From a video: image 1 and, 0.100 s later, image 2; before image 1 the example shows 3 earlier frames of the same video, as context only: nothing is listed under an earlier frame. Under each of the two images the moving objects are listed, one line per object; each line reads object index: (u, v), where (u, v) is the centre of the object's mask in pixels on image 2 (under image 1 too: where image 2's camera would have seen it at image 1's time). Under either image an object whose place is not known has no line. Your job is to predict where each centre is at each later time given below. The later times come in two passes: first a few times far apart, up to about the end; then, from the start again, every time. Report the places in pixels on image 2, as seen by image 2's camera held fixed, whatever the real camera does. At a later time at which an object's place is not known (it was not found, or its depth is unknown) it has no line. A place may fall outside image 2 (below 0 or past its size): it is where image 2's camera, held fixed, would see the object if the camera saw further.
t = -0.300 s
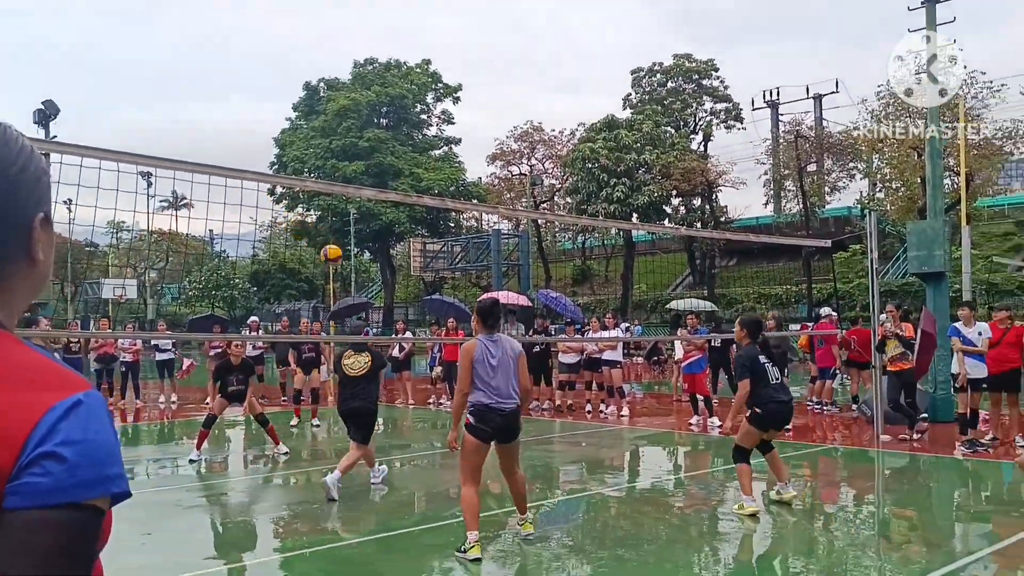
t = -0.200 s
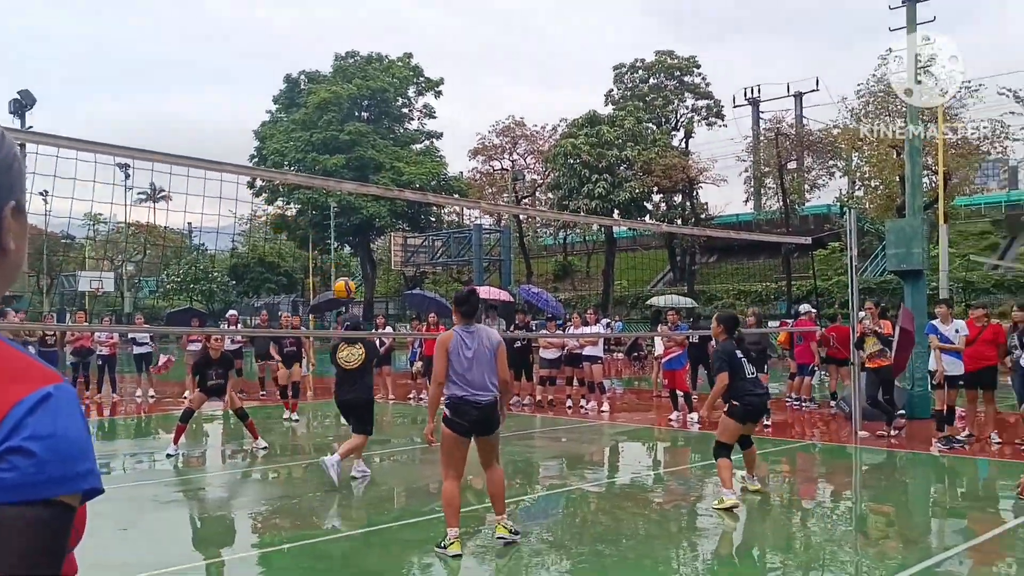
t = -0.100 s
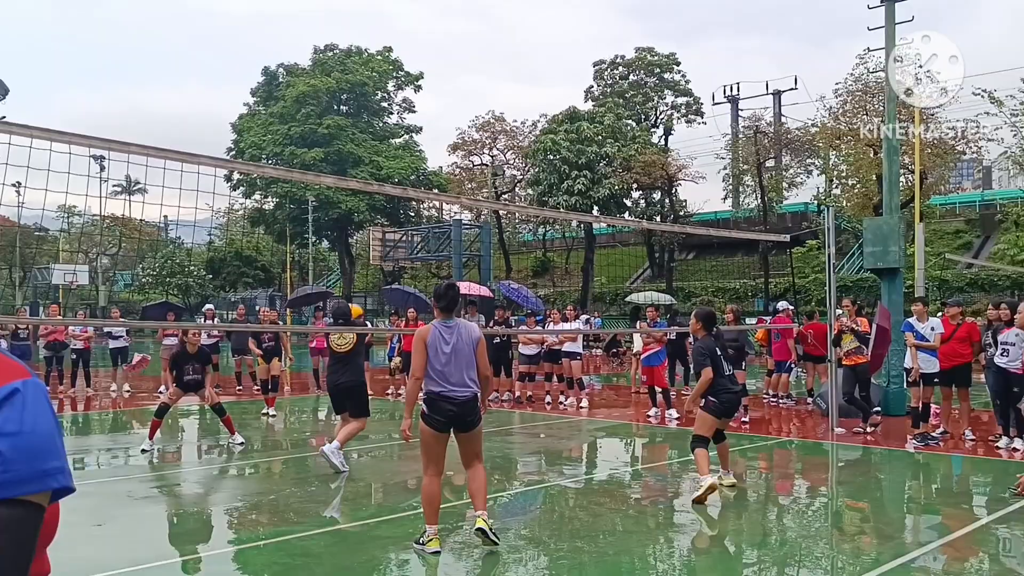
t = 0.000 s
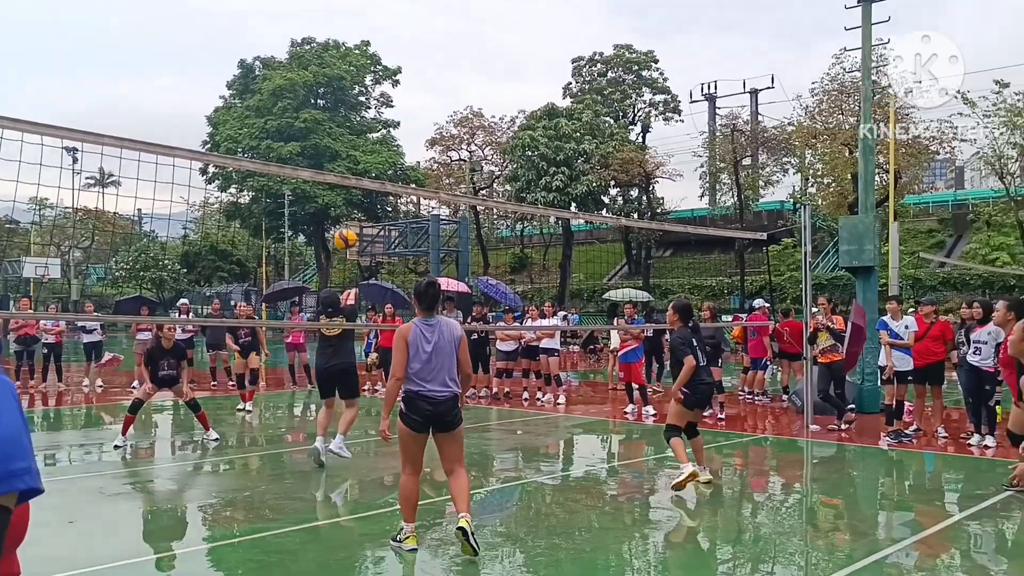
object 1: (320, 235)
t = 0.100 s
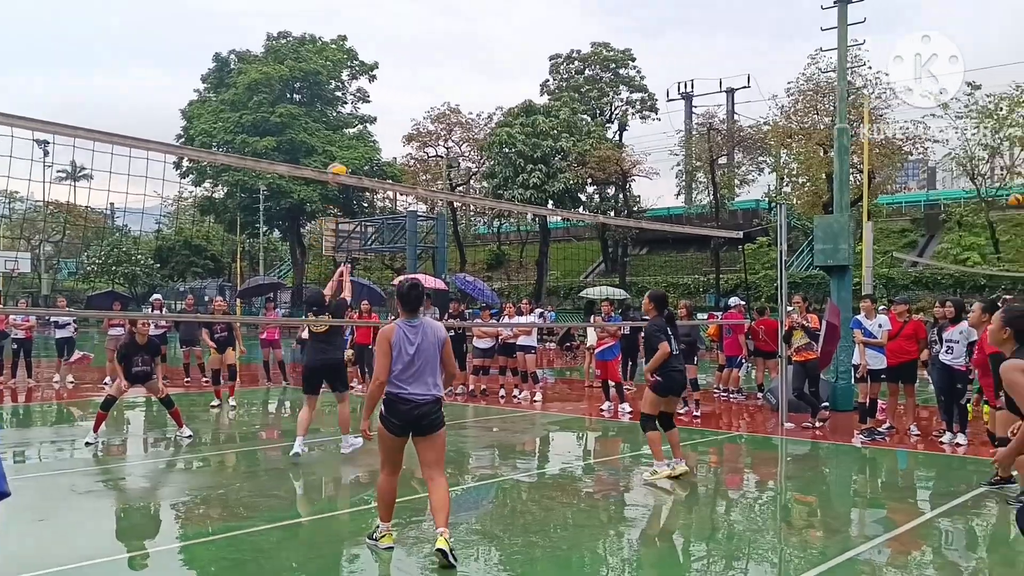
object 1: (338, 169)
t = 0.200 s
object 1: (353, 125)
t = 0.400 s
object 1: (386, 57)
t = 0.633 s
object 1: (424, 29)
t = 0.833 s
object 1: (456, 48)
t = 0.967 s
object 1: (477, 83)
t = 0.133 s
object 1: (343, 157)
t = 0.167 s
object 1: (348, 140)
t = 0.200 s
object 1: (353, 125)
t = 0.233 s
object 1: (359, 111)
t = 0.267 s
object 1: (364, 98)
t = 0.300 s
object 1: (370, 87)
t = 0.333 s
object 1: (375, 74)
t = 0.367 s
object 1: (381, 65)
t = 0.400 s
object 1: (386, 57)
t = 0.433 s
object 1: (391, 49)
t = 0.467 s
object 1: (397, 43)
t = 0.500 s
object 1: (402, 38)
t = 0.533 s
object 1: (408, 34)
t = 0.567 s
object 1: (413, 31)
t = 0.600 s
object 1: (419, 29)
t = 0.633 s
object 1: (424, 29)
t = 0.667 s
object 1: (429, 29)
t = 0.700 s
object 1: (435, 31)
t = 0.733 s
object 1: (440, 34)
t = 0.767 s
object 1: (445, 37)
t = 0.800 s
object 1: (451, 42)
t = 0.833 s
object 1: (456, 48)
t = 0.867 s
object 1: (461, 55)
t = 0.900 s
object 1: (467, 64)
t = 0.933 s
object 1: (472, 73)
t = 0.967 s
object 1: (477, 83)
